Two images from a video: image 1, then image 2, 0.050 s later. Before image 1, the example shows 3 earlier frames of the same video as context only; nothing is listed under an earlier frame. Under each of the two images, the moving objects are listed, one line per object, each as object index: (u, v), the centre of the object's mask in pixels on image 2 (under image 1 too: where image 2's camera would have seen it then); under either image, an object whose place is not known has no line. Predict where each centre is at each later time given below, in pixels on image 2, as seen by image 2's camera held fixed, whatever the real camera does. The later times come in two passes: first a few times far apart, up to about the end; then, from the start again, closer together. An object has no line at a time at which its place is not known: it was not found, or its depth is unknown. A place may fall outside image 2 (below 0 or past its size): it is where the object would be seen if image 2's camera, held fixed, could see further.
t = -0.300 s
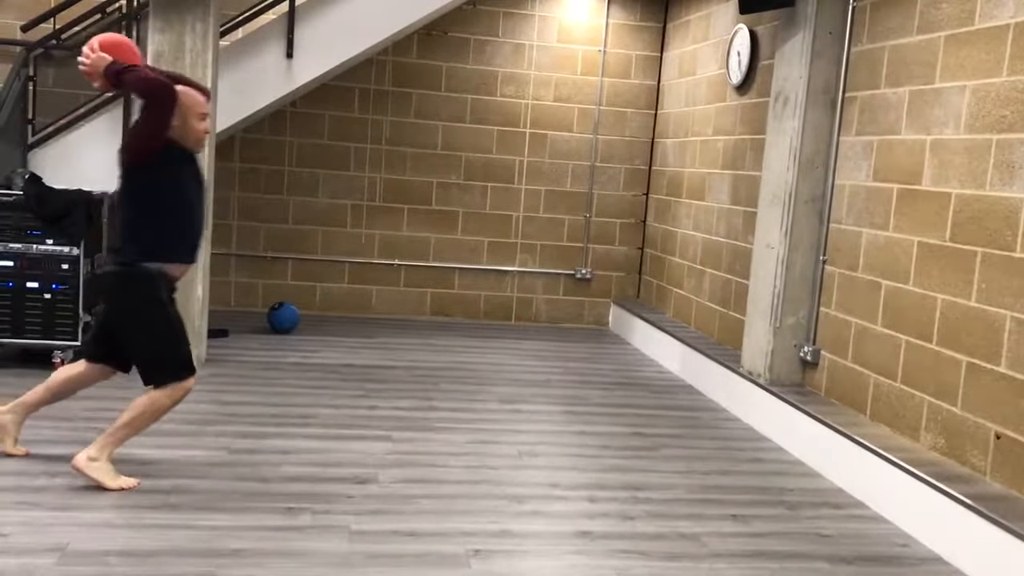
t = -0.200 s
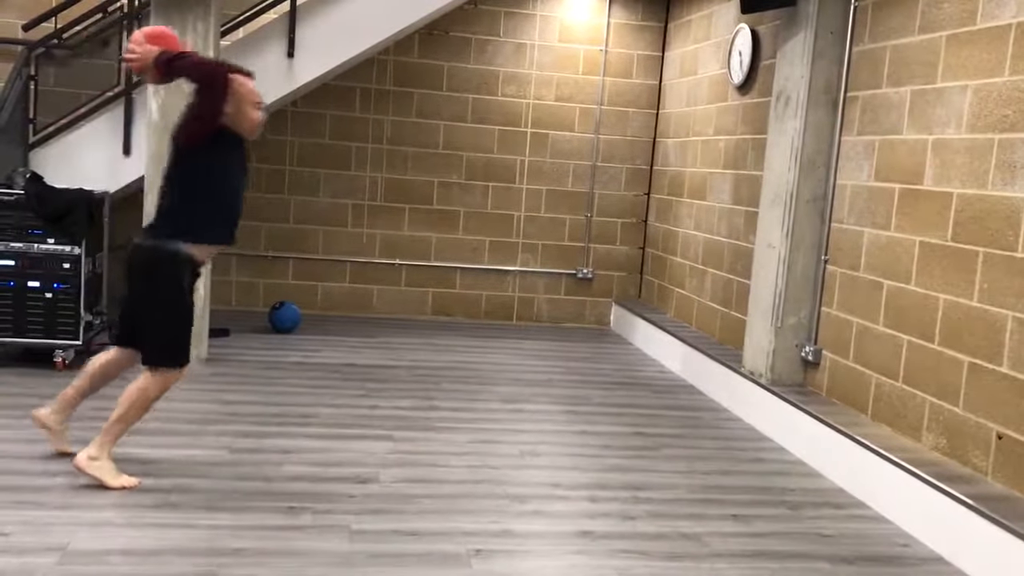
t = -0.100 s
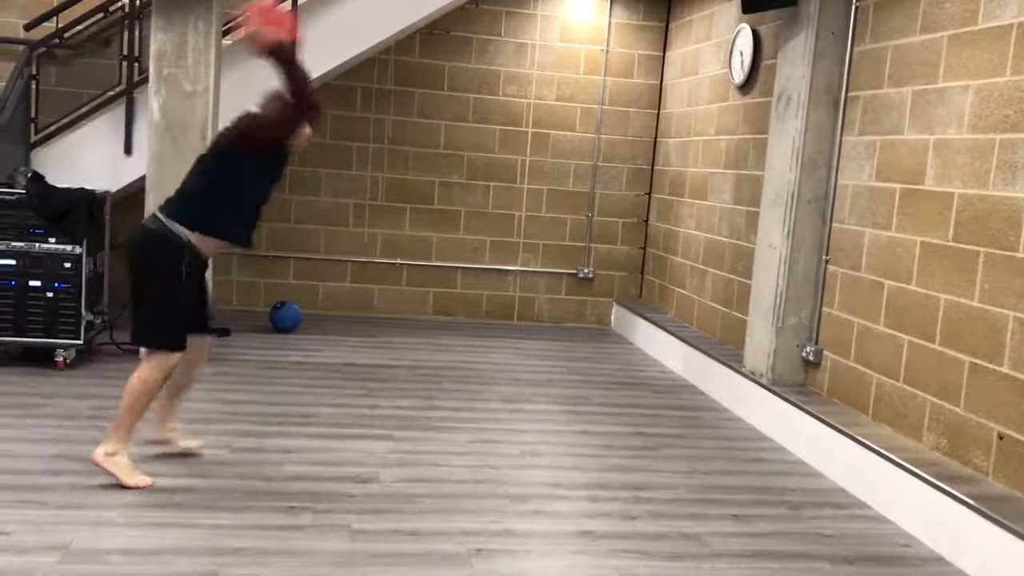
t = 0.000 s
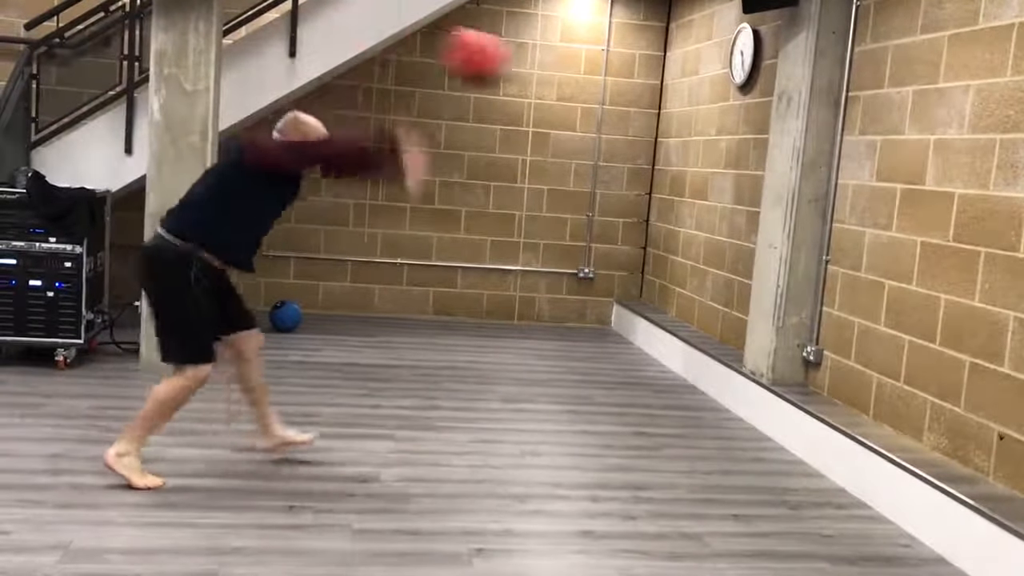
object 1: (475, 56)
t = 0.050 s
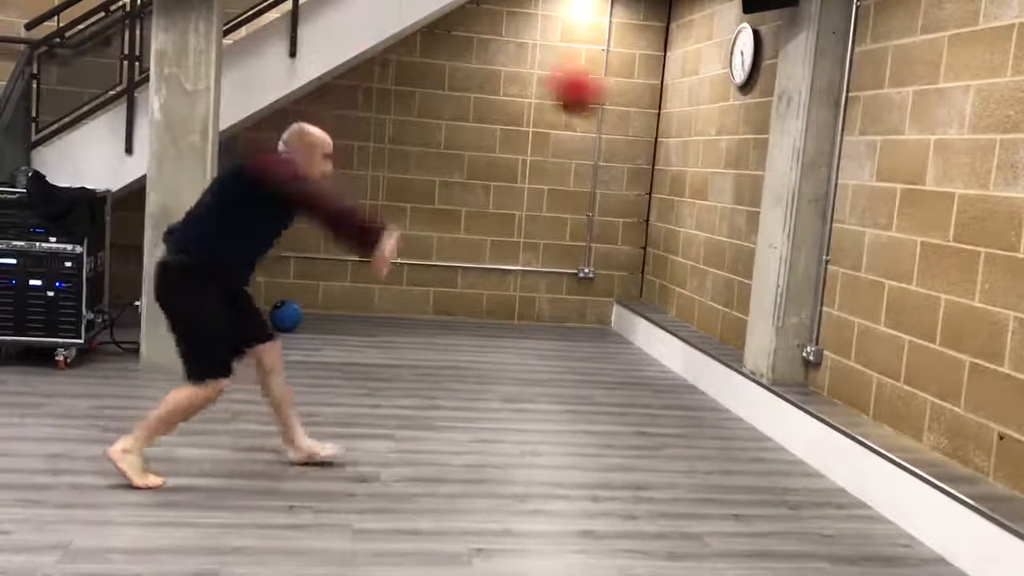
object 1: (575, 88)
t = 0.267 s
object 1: (863, 245)
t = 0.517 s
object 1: (499, 429)
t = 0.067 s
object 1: (609, 101)
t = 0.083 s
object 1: (640, 110)
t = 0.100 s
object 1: (672, 123)
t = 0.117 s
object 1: (704, 136)
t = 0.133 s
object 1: (734, 146)
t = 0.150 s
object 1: (763, 157)
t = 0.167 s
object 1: (794, 175)
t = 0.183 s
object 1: (821, 186)
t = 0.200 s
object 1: (850, 203)
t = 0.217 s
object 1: (877, 217)
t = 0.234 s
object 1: (902, 233)
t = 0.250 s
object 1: (887, 240)
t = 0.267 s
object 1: (863, 245)
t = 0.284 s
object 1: (838, 253)
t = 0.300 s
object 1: (817, 261)
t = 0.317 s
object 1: (792, 270)
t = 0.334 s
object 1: (768, 281)
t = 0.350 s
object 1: (746, 290)
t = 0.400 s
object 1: (672, 322)
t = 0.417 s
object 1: (647, 334)
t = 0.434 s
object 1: (623, 350)
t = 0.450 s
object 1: (596, 365)
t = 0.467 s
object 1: (573, 380)
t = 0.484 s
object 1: (548, 396)
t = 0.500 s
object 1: (525, 412)
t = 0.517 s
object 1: (499, 429)
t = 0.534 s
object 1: (475, 447)
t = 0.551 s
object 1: (458, 443)
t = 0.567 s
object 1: (443, 427)
